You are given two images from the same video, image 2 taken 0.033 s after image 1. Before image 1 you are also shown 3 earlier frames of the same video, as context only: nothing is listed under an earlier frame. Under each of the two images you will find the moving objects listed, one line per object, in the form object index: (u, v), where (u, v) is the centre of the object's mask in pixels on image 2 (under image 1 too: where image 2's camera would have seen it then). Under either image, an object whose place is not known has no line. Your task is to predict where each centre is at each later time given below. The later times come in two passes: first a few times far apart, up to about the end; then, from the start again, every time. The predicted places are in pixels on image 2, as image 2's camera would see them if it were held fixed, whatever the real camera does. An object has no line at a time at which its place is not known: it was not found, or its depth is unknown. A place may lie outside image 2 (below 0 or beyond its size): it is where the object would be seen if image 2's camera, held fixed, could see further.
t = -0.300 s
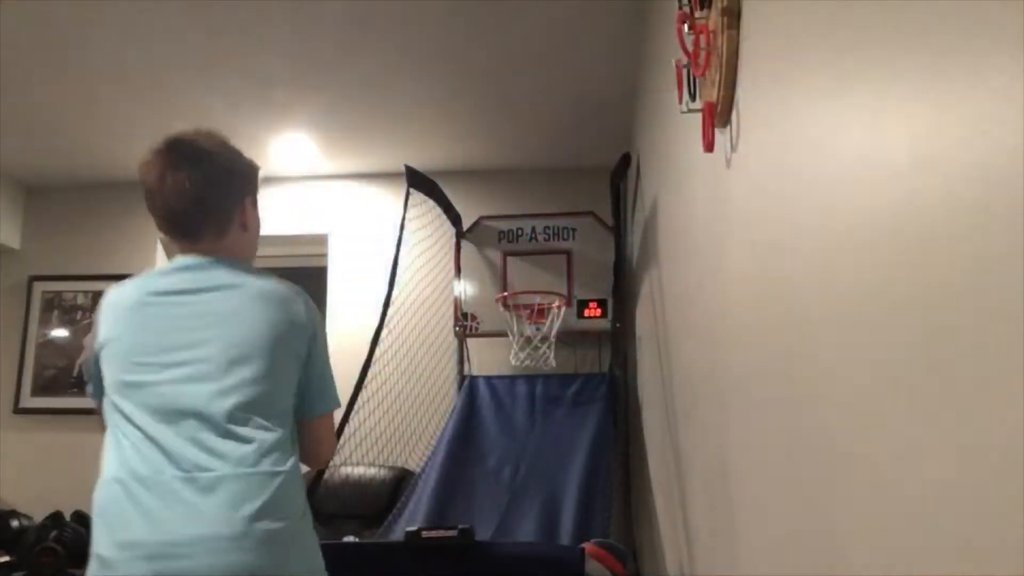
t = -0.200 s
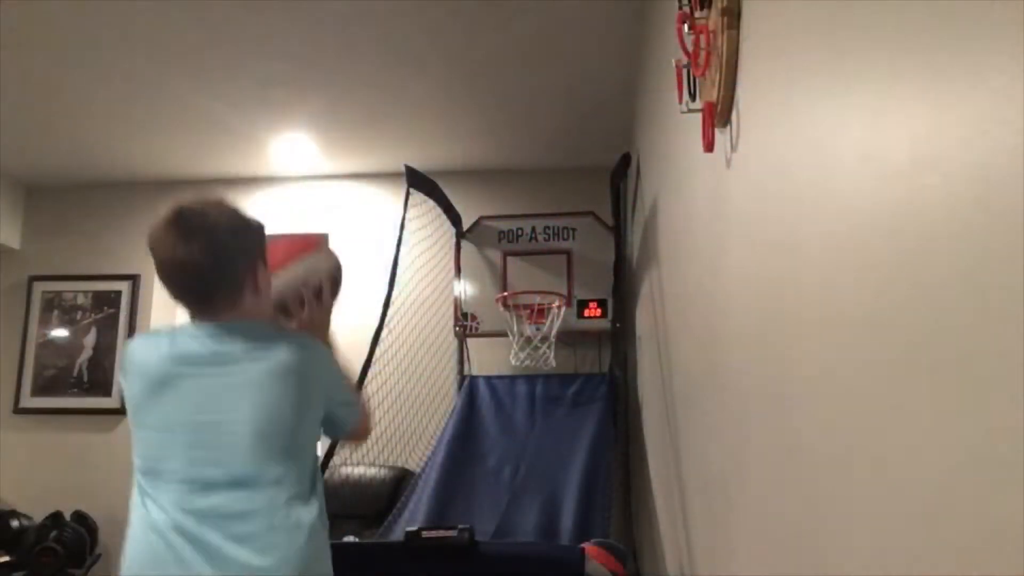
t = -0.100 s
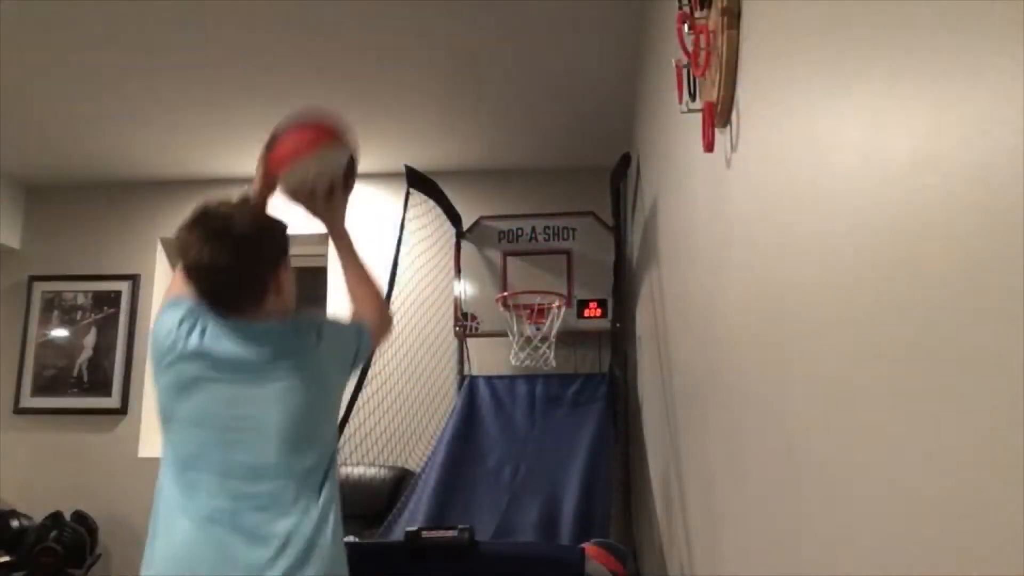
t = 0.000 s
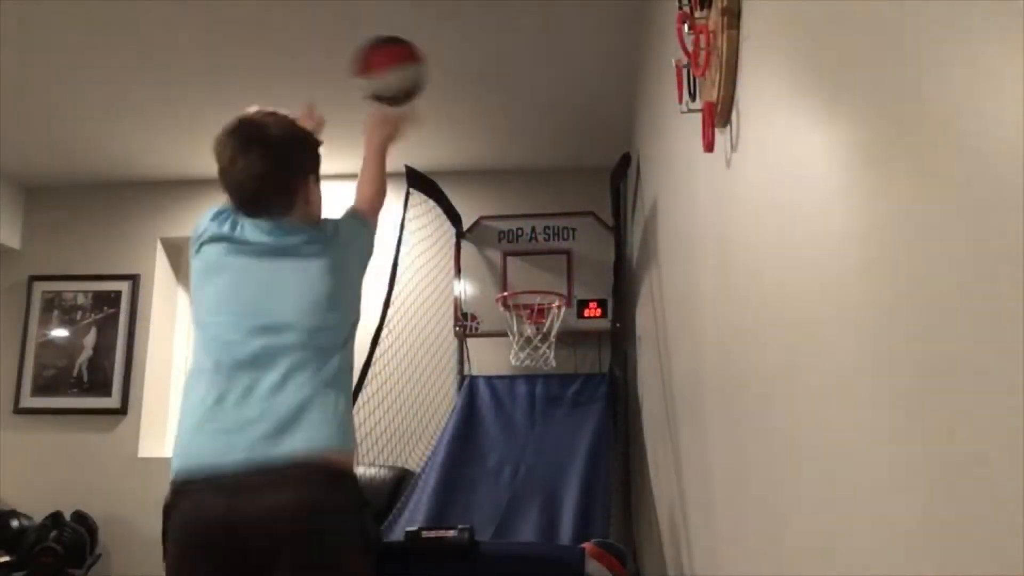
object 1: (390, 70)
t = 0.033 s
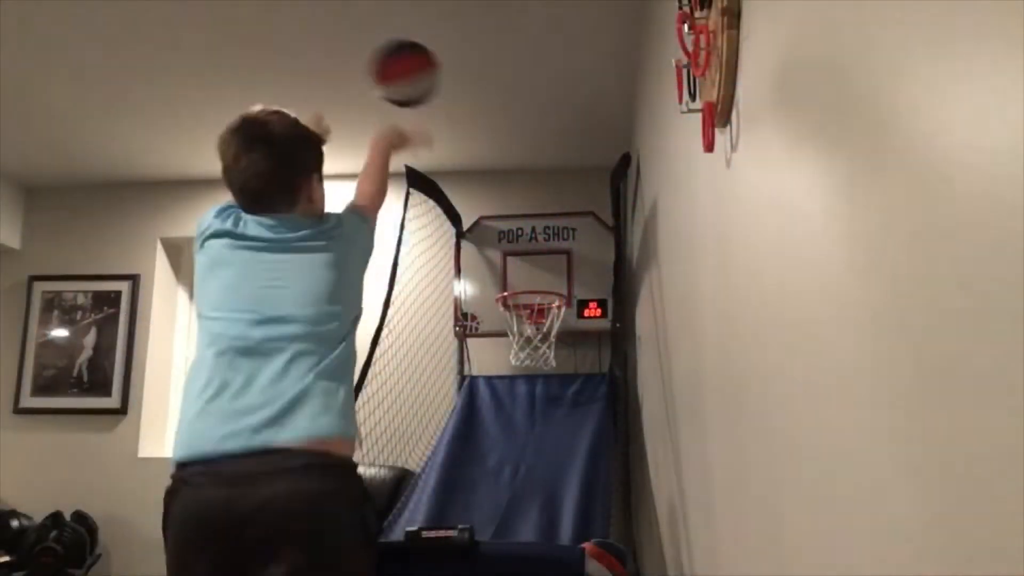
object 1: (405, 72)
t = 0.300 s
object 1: (513, 253)
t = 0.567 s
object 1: (520, 262)
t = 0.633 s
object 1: (519, 324)
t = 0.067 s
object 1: (432, 88)
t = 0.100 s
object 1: (452, 110)
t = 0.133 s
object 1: (471, 143)
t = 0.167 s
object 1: (481, 162)
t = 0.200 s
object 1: (493, 200)
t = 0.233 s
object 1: (498, 245)
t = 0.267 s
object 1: (511, 269)
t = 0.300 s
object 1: (513, 253)
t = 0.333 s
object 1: (517, 233)
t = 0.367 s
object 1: (520, 221)
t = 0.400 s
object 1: (521, 221)
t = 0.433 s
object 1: (522, 223)
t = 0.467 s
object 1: (522, 228)
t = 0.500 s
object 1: (521, 235)
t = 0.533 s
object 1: (522, 252)
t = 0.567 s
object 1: (520, 262)
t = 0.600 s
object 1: (520, 295)
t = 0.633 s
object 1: (519, 324)
